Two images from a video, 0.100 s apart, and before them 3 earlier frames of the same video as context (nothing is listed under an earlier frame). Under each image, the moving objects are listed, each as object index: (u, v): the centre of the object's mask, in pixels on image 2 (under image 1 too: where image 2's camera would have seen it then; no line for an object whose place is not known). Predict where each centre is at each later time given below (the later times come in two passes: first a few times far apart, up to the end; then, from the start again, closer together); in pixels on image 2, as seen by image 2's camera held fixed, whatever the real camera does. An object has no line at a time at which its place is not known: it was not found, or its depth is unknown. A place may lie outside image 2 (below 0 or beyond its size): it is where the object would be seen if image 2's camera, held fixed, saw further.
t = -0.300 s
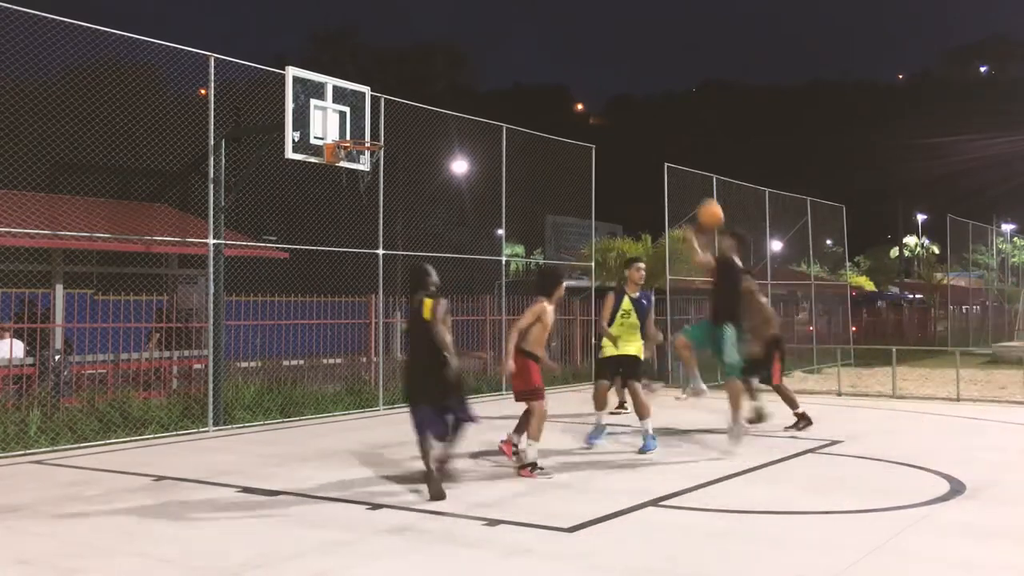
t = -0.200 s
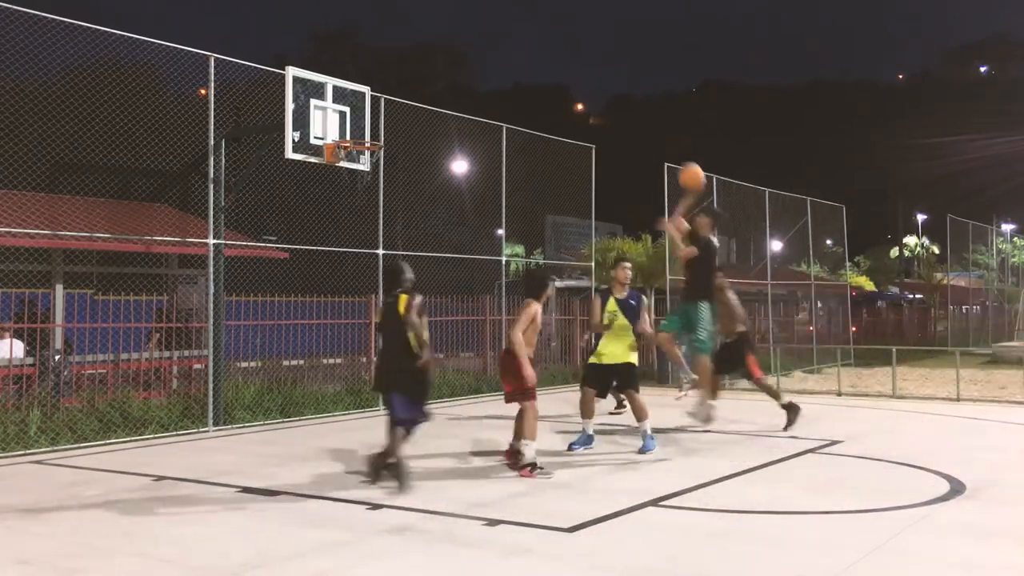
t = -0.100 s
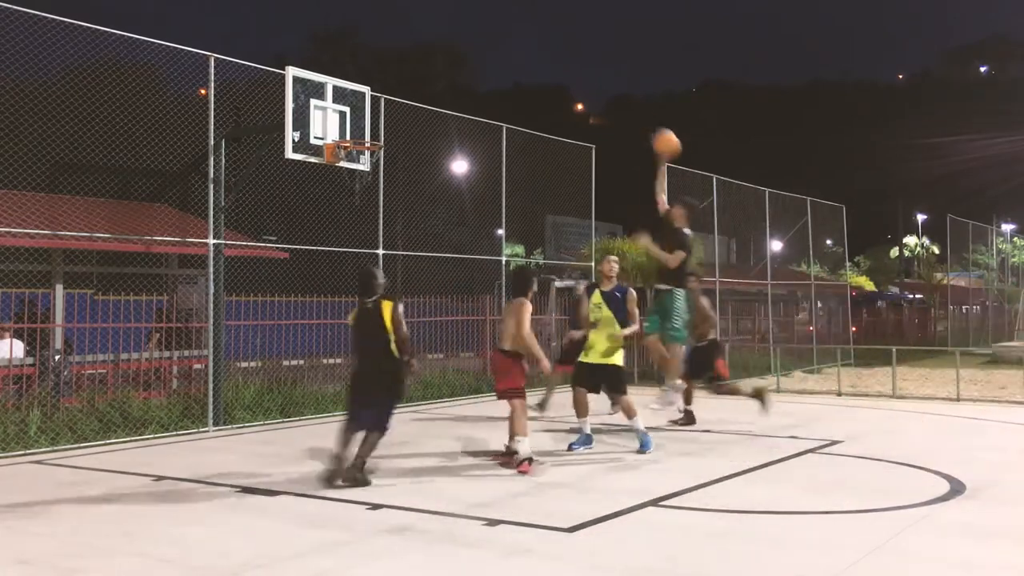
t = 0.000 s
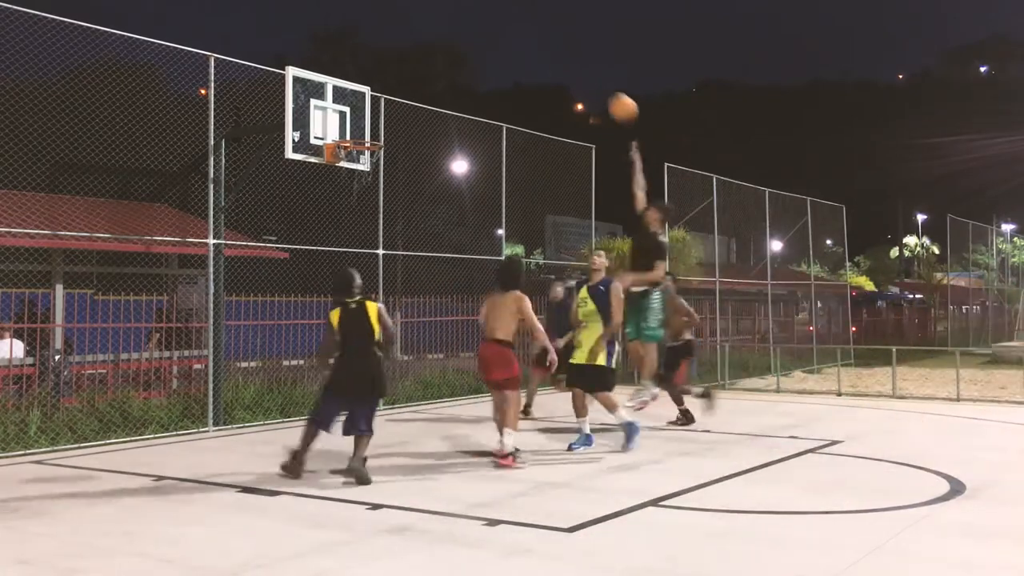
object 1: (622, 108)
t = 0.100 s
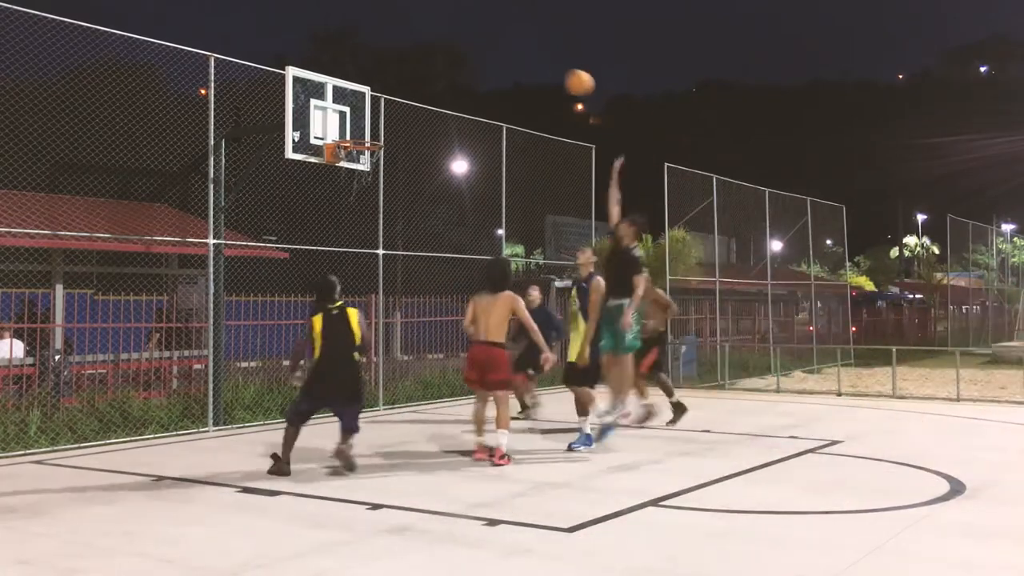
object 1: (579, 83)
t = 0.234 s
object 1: (523, 67)
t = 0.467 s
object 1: (429, 80)
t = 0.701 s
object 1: (354, 141)
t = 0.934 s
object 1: (365, 150)
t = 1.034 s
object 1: (368, 157)
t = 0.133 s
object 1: (565, 77)
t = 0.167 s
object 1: (551, 72)
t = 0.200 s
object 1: (537, 69)
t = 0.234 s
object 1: (523, 67)
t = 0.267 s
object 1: (510, 65)
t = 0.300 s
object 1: (496, 65)
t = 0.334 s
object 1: (482, 66)
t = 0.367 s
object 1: (469, 68)
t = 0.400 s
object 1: (455, 71)
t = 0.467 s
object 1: (429, 80)
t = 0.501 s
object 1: (417, 86)
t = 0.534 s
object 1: (405, 93)
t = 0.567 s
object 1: (393, 102)
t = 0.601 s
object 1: (381, 110)
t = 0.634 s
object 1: (367, 121)
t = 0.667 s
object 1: (354, 131)
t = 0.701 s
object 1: (354, 141)
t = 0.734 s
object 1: (363, 143)
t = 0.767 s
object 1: (369, 144)
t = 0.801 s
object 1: (362, 144)
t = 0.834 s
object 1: (355, 145)
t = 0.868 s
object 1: (354, 146)
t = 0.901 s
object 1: (361, 148)
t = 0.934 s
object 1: (365, 150)
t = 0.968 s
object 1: (369, 152)
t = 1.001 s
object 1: (370, 154)
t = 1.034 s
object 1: (368, 157)
